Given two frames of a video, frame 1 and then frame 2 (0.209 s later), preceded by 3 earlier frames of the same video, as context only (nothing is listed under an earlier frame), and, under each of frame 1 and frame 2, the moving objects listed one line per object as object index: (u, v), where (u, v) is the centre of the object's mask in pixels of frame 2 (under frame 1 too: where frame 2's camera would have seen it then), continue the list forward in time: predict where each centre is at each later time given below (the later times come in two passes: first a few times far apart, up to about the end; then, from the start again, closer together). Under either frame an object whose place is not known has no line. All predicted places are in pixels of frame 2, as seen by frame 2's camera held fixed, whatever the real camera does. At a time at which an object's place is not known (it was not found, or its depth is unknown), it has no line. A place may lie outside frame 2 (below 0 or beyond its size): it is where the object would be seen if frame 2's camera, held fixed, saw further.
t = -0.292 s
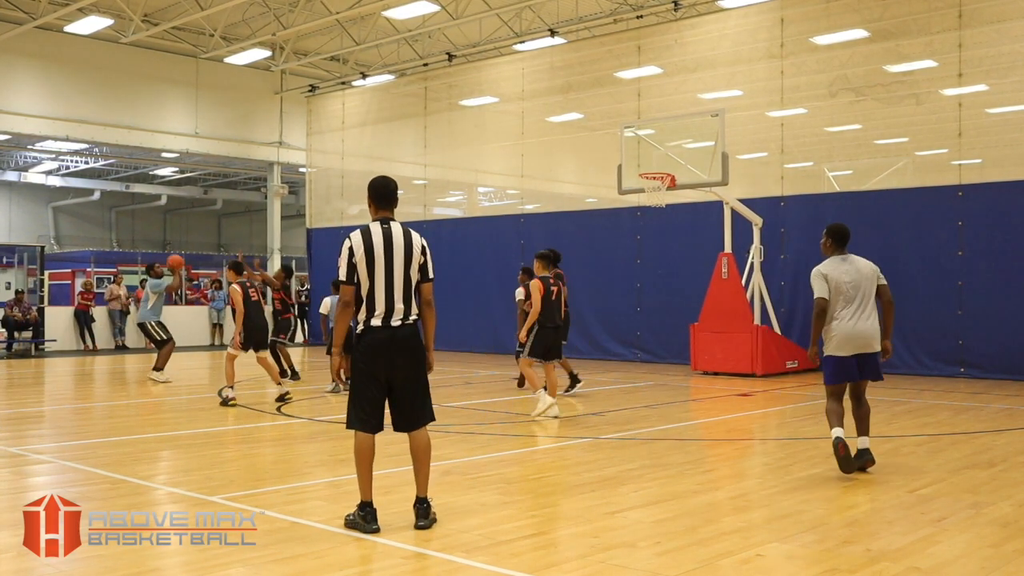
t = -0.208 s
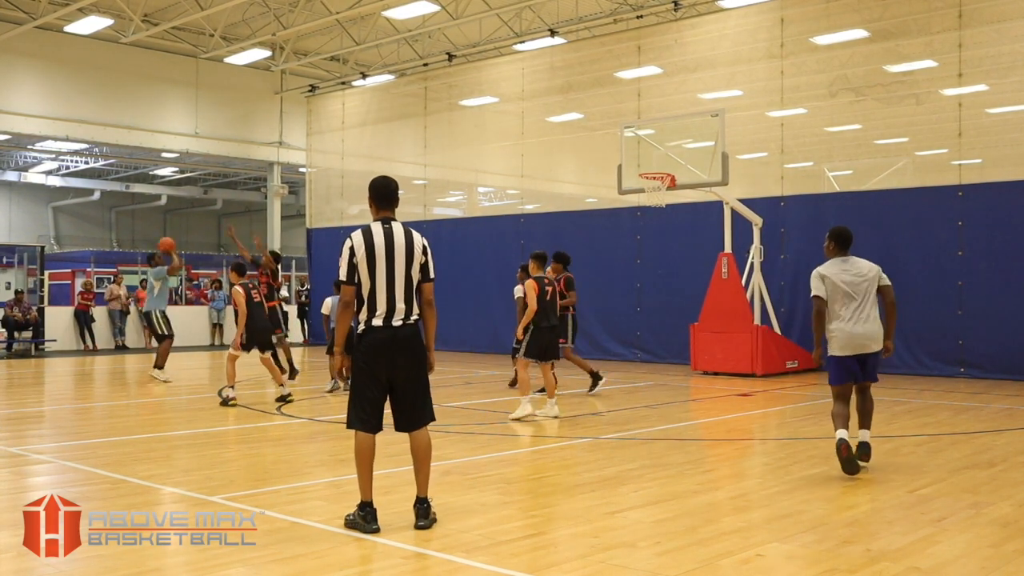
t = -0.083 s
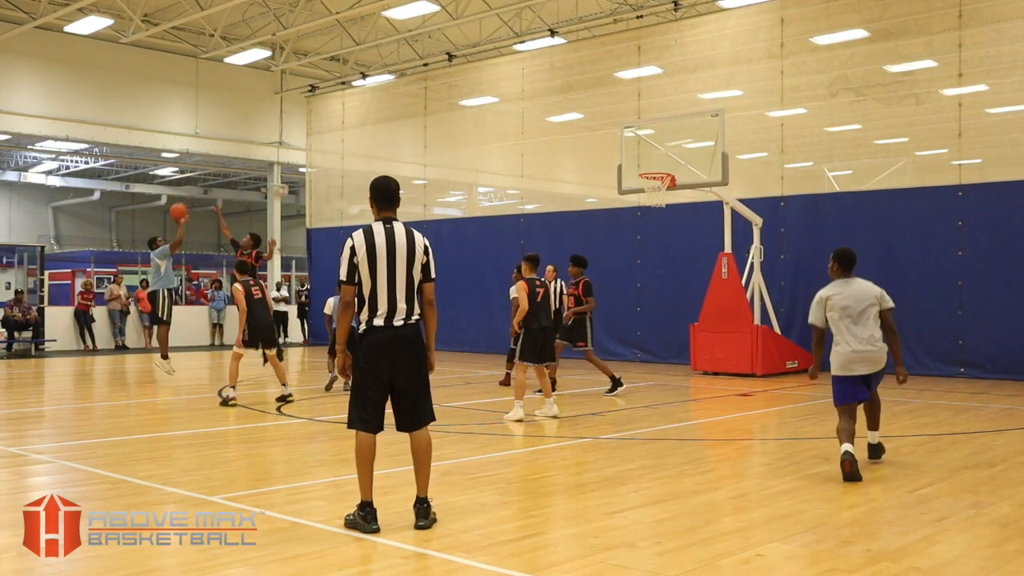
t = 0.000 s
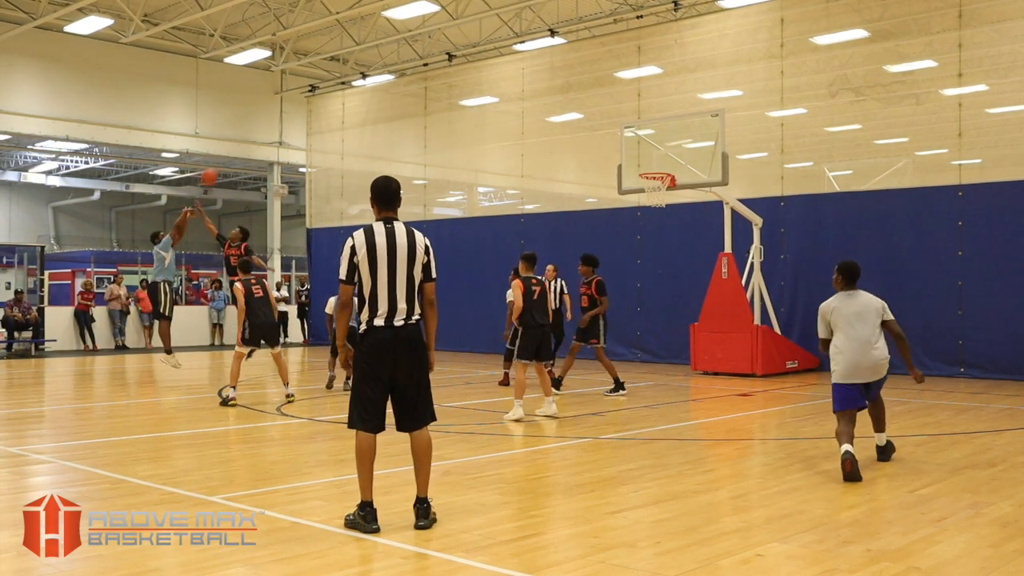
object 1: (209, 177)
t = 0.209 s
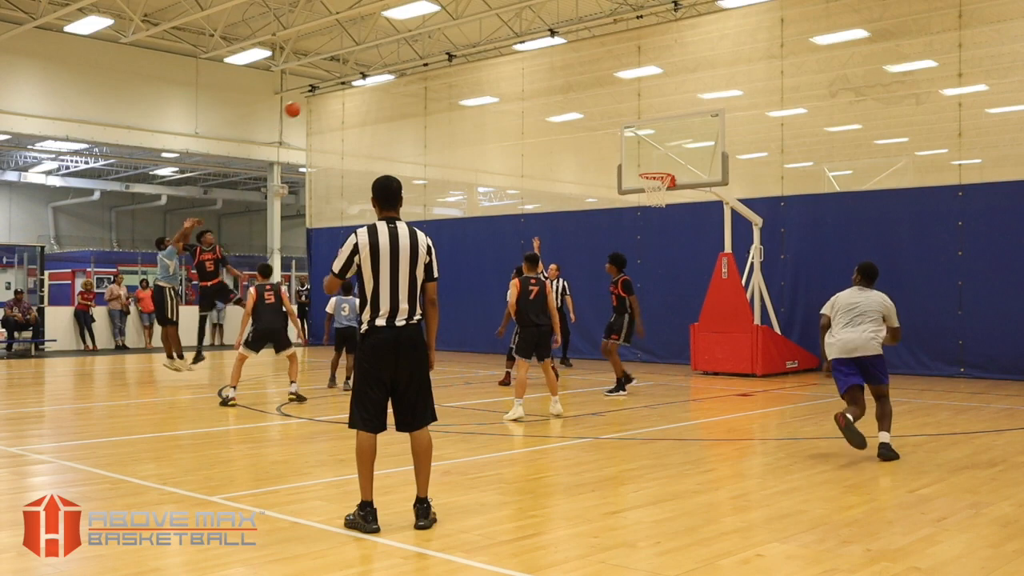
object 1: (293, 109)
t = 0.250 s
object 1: (309, 99)
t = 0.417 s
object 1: (376, 69)
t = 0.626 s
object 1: (457, 58)
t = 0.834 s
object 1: (538, 76)
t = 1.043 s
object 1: (618, 122)
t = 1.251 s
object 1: (676, 166)
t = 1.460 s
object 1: (689, 179)
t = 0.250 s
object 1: (309, 99)
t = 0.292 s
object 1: (326, 90)
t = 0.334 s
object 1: (343, 82)
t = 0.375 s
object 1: (359, 74)
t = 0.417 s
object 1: (376, 69)
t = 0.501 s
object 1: (408, 61)
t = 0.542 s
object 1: (425, 59)
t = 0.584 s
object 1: (441, 59)
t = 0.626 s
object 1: (457, 58)
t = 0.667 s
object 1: (473, 59)
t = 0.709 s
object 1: (490, 62)
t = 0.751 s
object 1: (506, 66)
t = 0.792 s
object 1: (522, 70)
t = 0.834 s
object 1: (538, 76)
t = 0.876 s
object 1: (554, 83)
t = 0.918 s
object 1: (570, 91)
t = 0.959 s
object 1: (586, 101)
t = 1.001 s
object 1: (602, 111)
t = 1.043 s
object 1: (618, 122)
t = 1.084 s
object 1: (635, 135)
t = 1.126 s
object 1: (650, 148)
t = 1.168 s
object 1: (666, 162)
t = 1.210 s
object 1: (674, 167)
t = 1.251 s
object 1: (676, 166)
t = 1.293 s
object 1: (679, 166)
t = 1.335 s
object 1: (681, 167)
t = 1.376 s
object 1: (683, 170)
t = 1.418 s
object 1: (686, 174)
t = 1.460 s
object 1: (689, 179)
